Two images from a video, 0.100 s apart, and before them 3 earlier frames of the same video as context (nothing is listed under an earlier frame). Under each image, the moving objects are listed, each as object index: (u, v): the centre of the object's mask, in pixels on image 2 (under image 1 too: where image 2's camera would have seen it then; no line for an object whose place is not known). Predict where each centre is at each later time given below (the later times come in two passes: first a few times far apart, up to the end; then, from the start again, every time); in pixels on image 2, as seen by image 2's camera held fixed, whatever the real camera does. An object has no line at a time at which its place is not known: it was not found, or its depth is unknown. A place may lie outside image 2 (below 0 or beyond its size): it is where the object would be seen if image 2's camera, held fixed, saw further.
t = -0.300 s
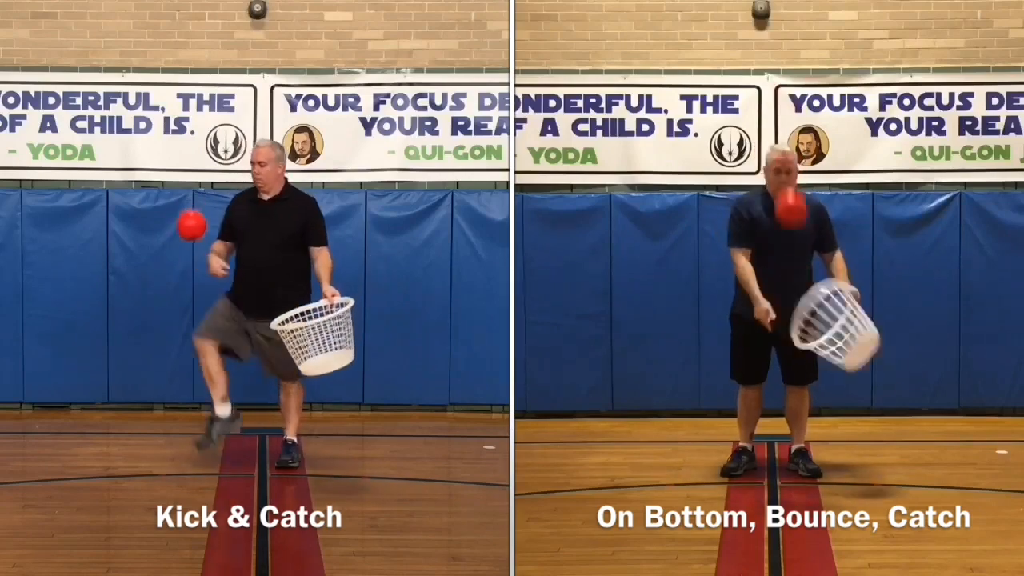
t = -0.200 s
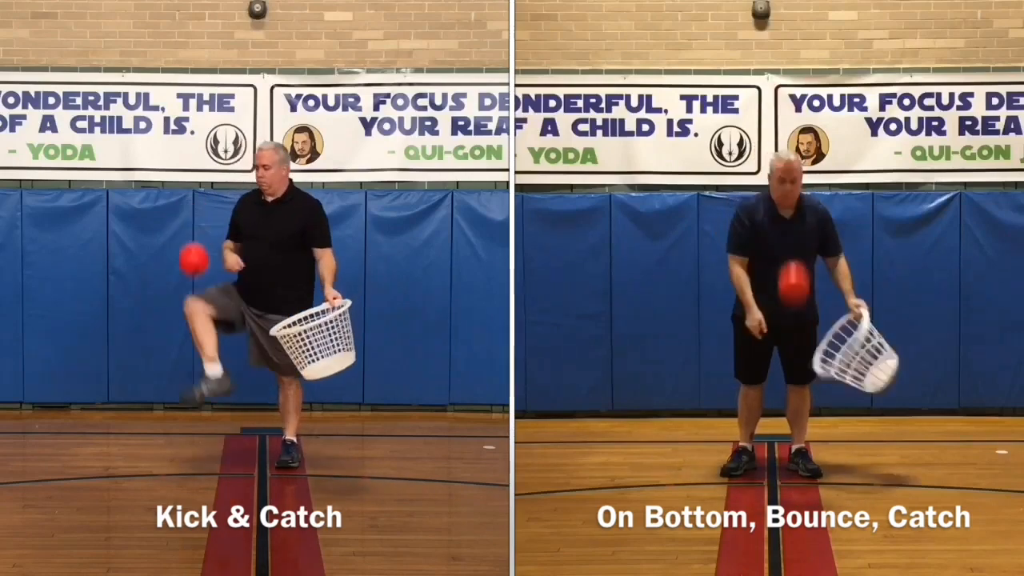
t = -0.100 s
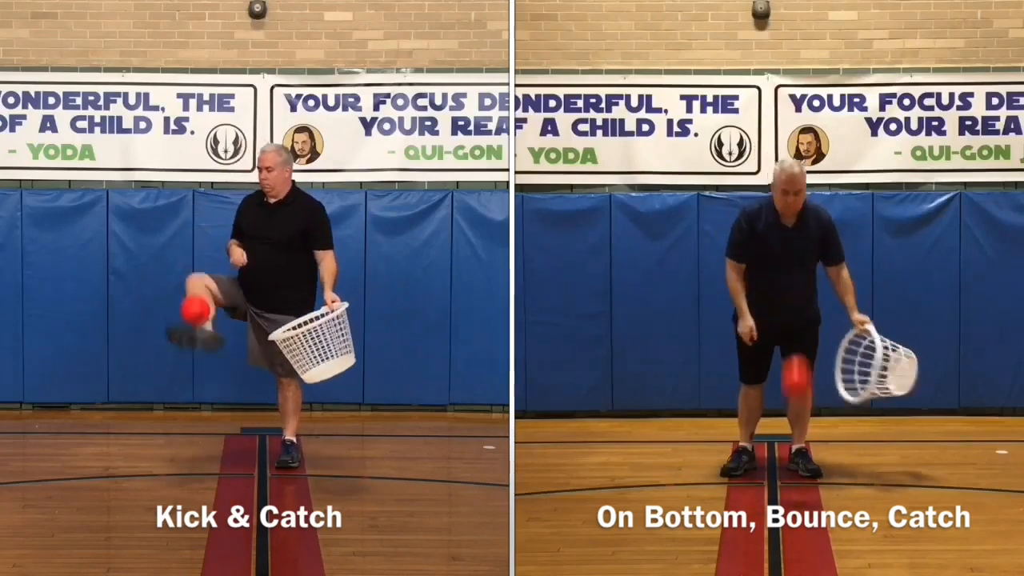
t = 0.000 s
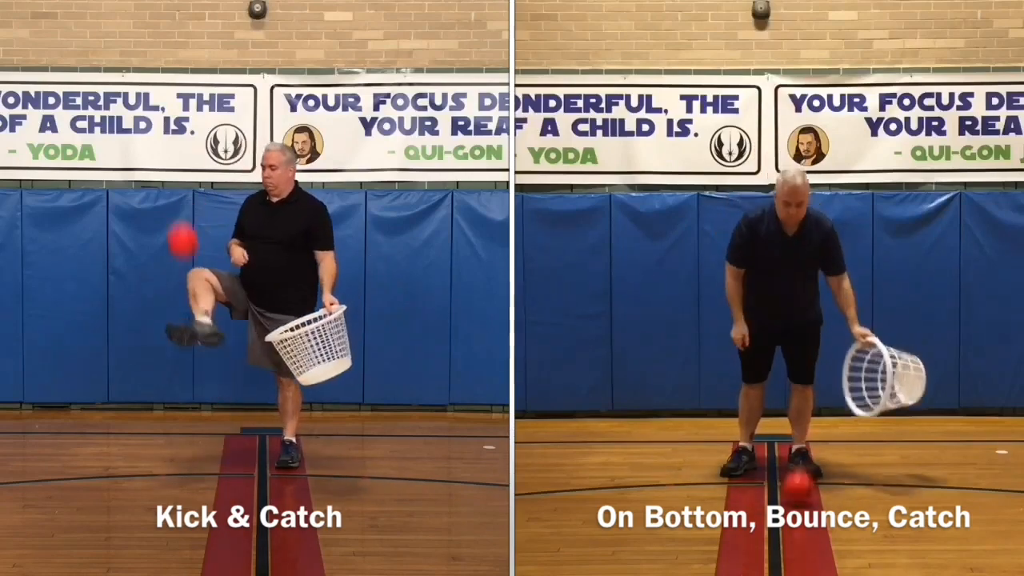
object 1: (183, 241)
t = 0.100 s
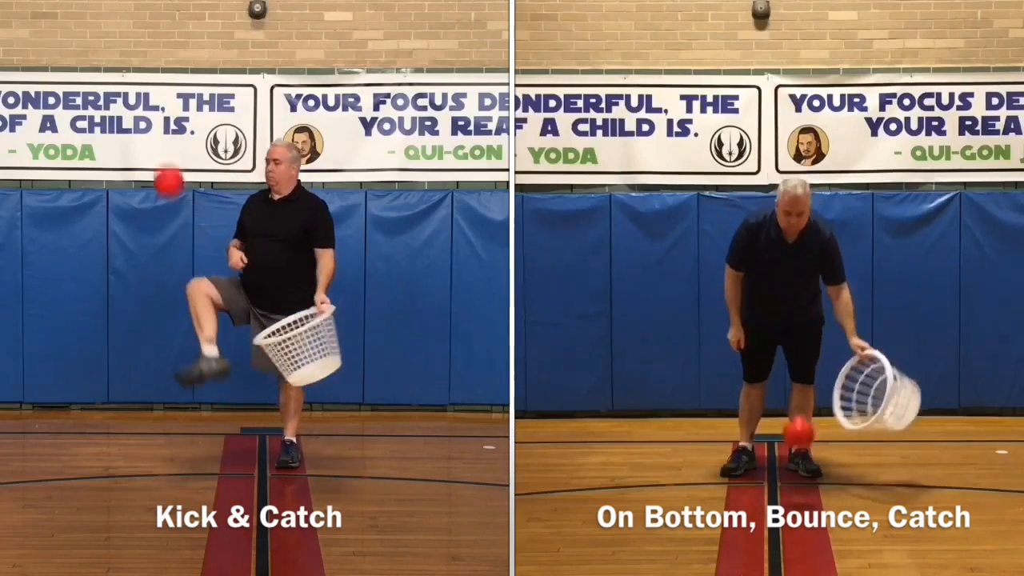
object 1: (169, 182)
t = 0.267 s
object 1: (145, 121)
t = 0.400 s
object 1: (126, 111)
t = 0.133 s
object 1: (164, 164)
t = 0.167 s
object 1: (159, 150)
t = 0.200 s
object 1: (154, 139)
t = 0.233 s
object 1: (150, 129)
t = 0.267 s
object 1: (145, 121)
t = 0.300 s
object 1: (140, 116)
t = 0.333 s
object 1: (135, 112)
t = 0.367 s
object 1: (130, 111)
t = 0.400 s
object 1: (126, 111)
